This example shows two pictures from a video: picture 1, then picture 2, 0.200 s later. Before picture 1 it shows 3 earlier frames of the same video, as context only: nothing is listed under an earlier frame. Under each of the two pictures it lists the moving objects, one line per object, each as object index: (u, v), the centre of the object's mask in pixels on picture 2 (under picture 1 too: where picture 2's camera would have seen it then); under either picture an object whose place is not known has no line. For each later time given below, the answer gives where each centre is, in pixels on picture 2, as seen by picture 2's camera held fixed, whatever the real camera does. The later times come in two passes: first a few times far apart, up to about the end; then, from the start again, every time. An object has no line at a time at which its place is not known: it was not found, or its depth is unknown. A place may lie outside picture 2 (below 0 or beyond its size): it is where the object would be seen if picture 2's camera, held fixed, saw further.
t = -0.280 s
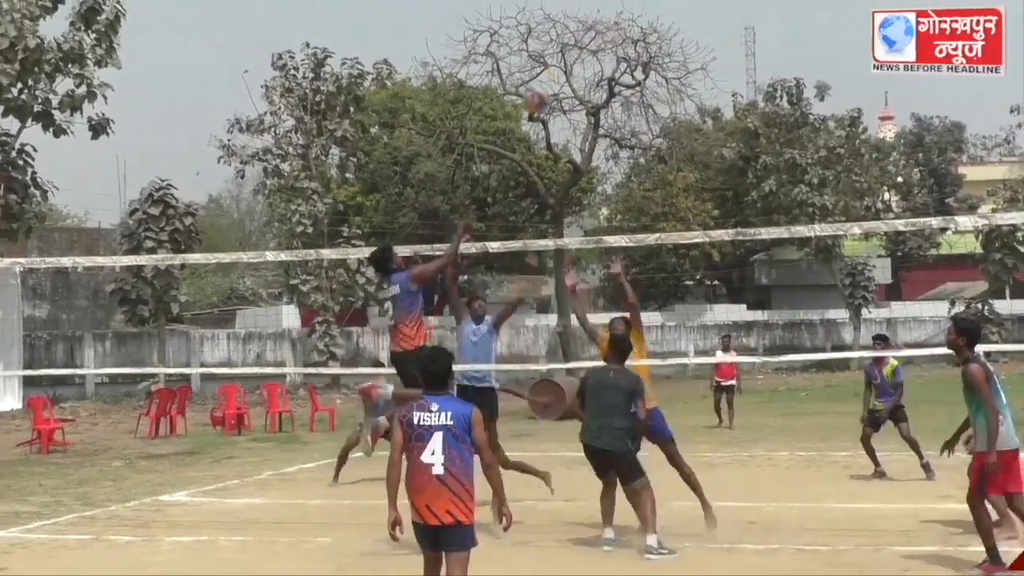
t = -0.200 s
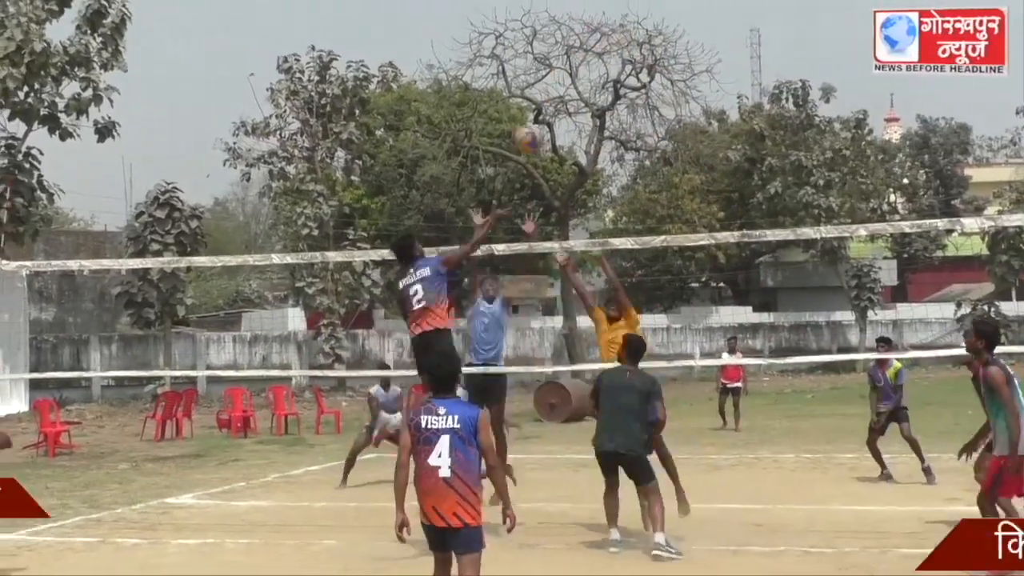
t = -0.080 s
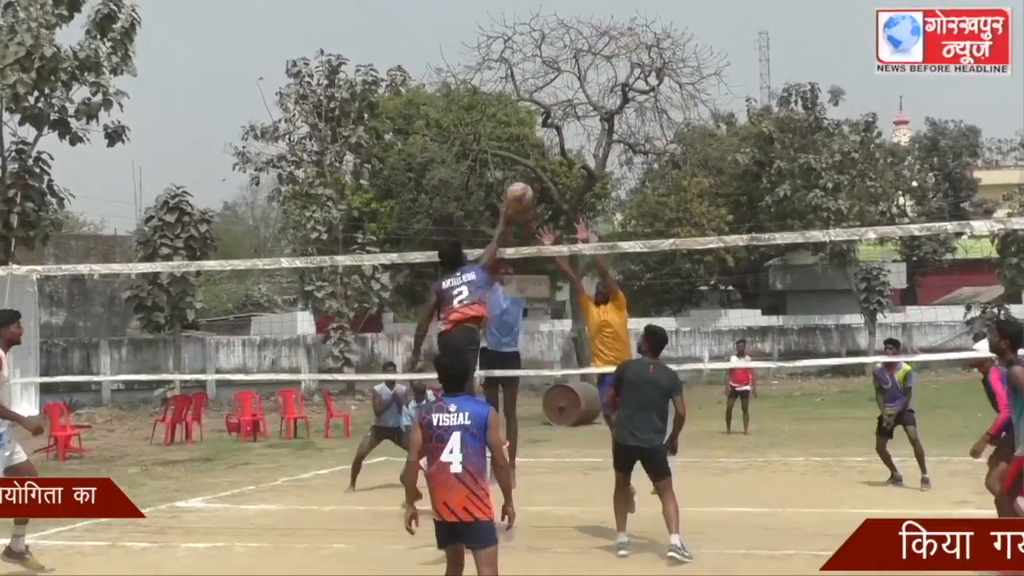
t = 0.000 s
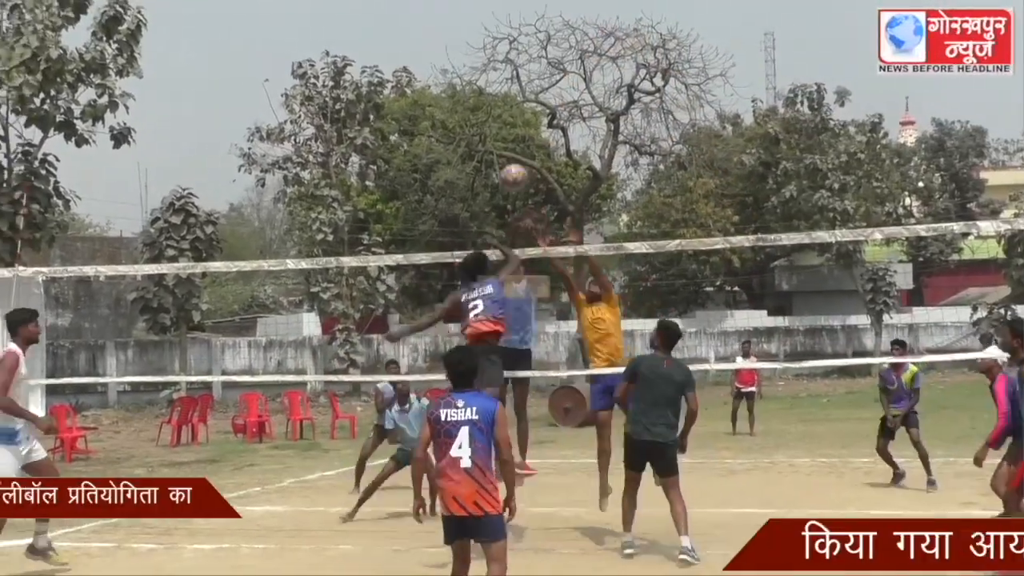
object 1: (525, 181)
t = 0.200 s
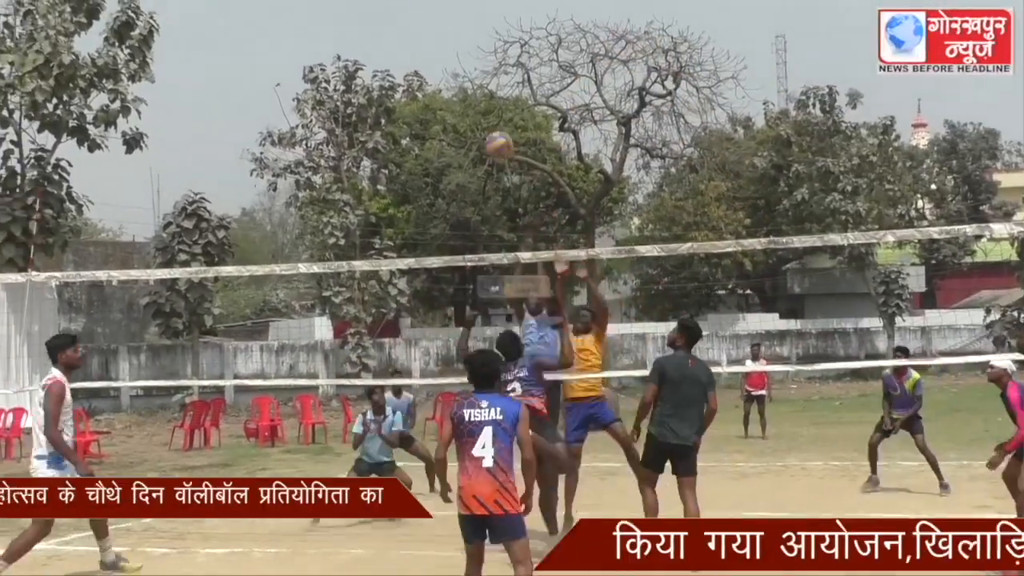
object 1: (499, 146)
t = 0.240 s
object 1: (493, 143)
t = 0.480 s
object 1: (456, 182)
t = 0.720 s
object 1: (415, 314)
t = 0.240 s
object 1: (493, 143)
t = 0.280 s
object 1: (488, 145)
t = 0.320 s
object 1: (482, 148)
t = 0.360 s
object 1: (476, 152)
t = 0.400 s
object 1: (469, 159)
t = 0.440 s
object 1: (463, 170)
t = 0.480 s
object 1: (456, 182)
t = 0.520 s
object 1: (449, 198)
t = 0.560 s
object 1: (442, 215)
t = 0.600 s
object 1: (436, 234)
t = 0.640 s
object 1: (429, 257)
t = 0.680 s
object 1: (423, 284)
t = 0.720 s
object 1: (415, 314)
